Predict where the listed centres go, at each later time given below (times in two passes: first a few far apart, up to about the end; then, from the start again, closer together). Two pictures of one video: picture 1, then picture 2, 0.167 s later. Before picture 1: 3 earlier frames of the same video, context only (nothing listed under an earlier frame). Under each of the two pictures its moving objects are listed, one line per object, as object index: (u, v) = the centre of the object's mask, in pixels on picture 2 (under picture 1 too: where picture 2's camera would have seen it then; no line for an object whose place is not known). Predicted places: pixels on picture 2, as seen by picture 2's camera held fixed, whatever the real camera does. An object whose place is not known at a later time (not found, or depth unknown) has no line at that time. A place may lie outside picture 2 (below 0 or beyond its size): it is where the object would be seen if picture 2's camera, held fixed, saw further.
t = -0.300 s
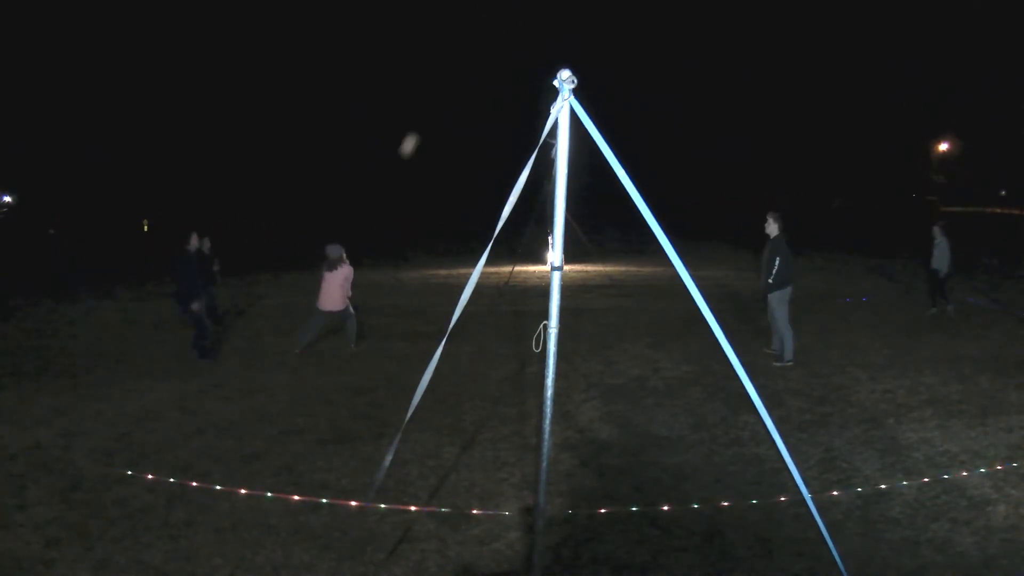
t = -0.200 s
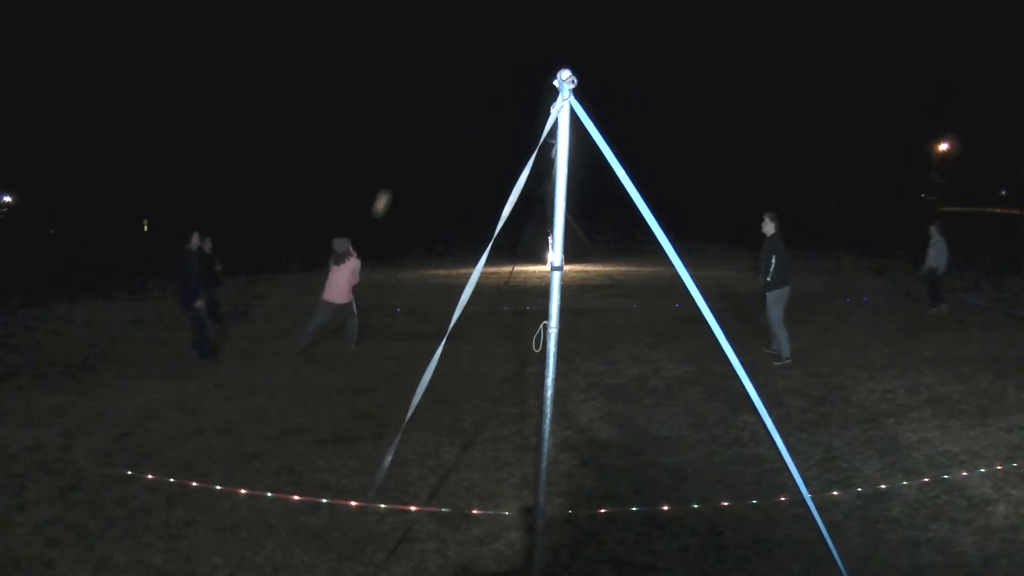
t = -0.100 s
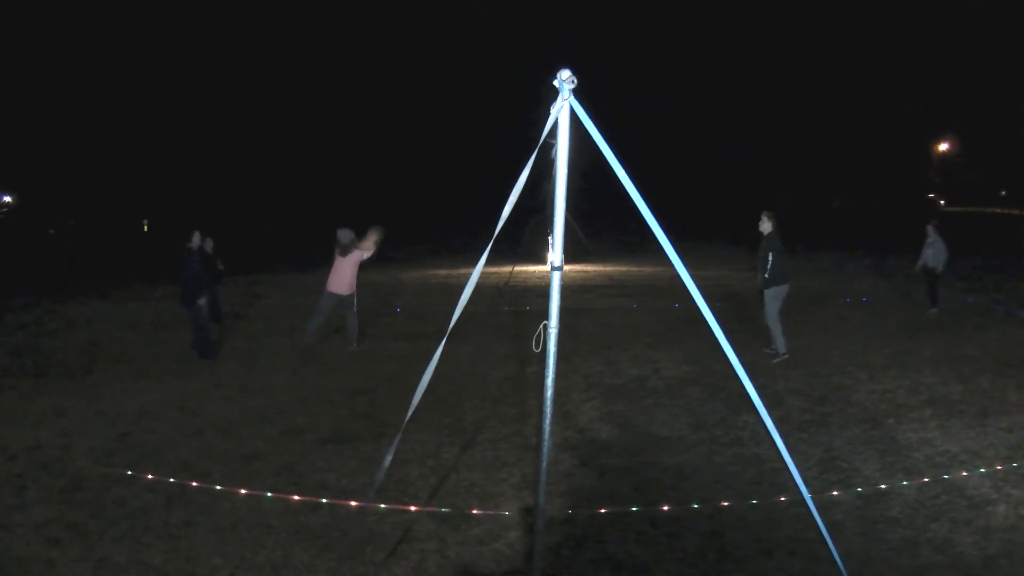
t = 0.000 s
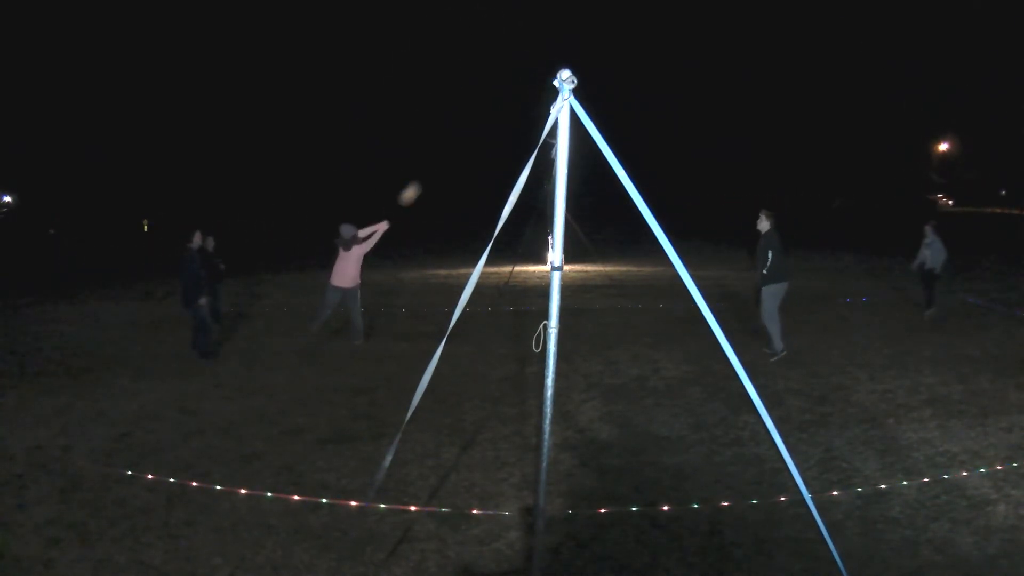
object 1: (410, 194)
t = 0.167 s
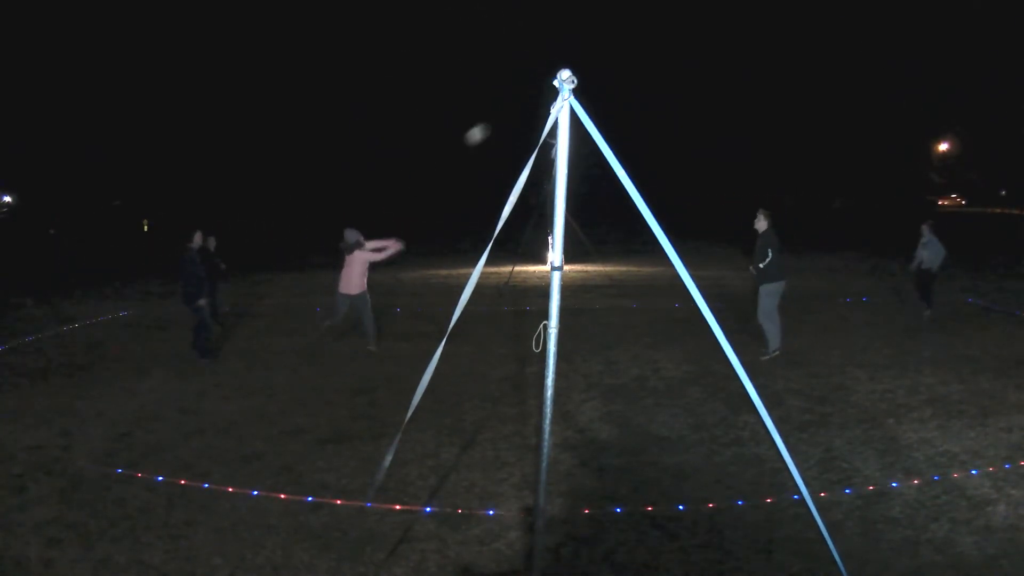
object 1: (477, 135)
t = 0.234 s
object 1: (506, 117)
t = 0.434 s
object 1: (594, 84)
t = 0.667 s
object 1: (699, 92)
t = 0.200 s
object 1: (492, 125)
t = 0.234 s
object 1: (506, 117)
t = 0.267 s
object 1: (519, 109)
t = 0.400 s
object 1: (583, 87)
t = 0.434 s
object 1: (594, 84)
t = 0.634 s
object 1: (684, 88)
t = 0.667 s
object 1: (699, 92)
